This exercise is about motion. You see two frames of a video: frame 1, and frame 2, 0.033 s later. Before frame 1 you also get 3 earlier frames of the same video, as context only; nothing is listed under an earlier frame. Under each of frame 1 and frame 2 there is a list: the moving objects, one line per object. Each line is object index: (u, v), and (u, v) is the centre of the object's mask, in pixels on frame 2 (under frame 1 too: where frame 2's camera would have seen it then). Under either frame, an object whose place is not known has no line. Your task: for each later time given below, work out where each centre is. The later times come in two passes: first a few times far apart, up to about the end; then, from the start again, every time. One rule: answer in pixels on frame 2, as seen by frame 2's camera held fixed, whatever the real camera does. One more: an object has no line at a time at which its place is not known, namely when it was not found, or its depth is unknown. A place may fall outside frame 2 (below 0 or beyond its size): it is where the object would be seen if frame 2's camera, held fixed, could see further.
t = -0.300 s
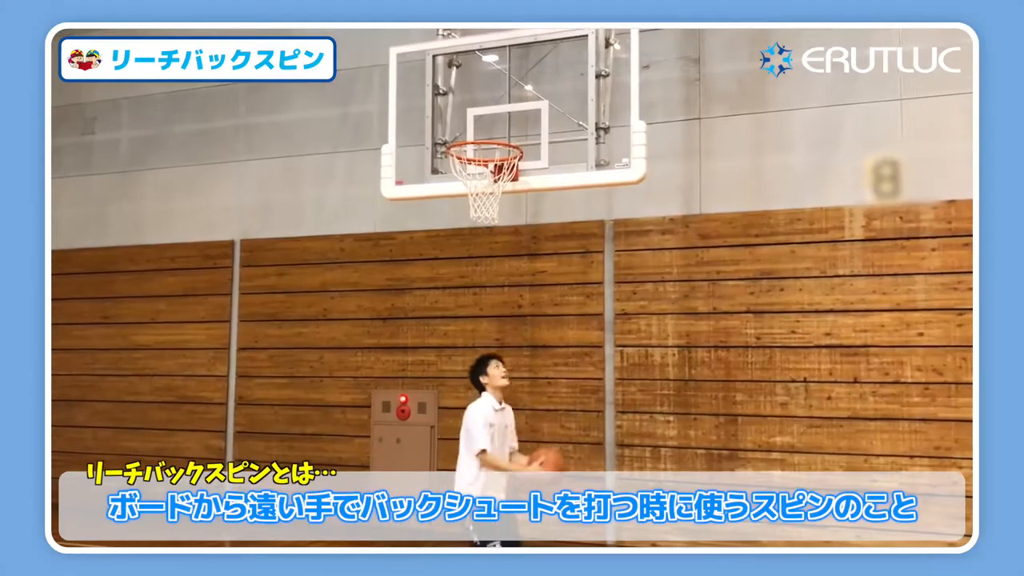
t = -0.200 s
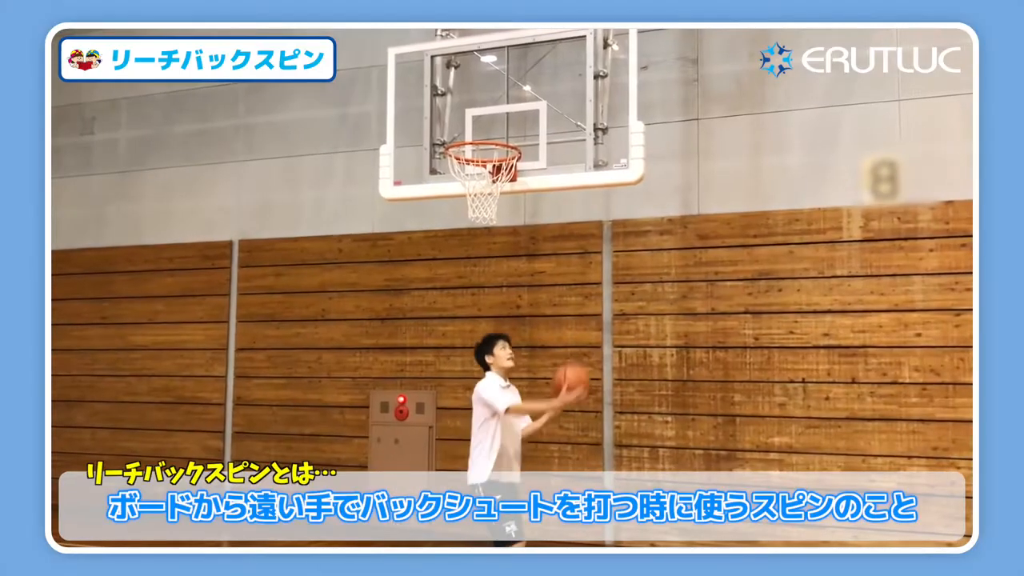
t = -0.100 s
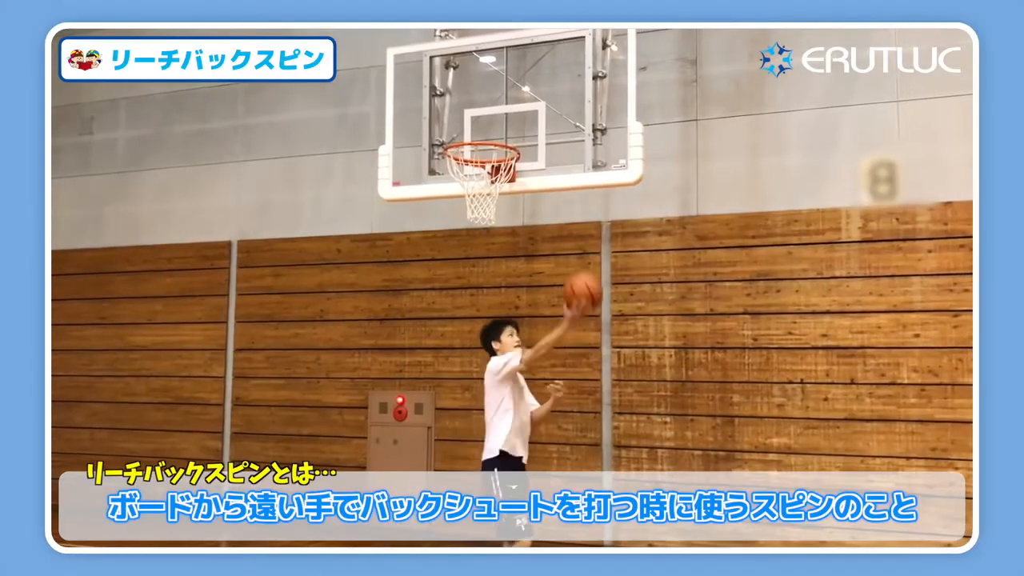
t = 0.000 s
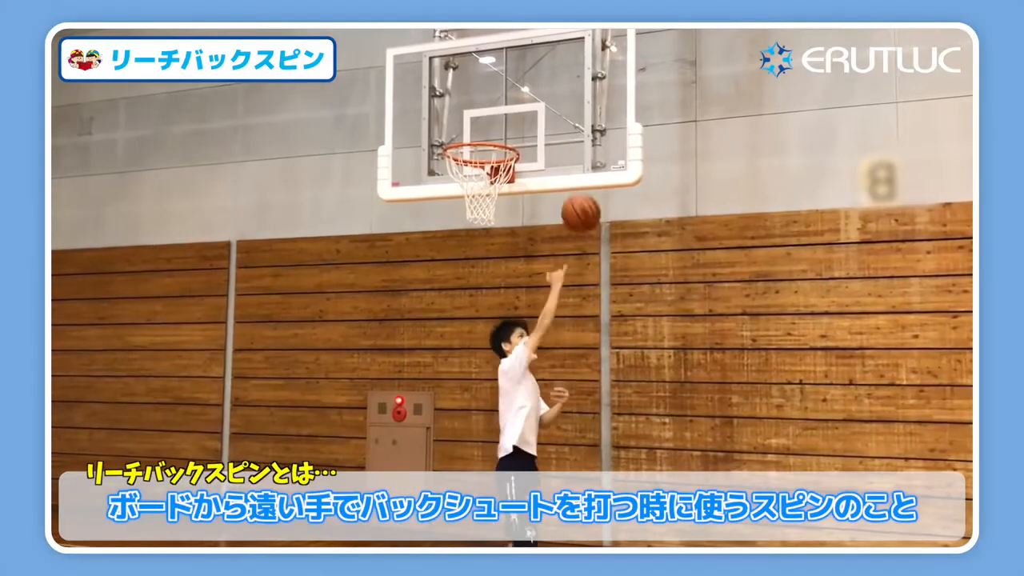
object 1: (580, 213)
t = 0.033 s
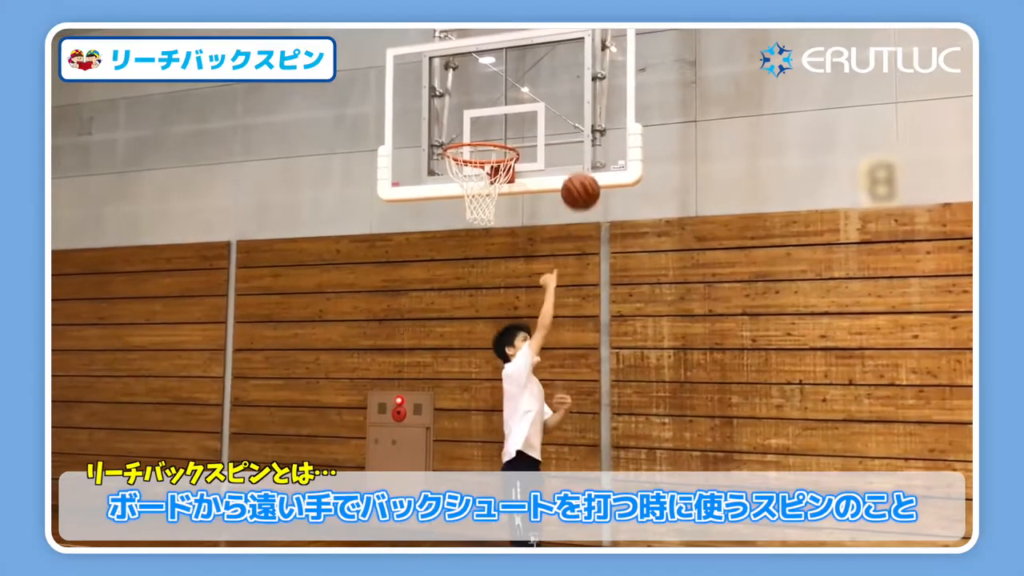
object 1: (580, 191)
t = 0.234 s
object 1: (579, 98)
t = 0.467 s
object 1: (534, 95)
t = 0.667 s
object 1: (488, 132)
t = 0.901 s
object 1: (489, 154)
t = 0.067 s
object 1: (580, 170)
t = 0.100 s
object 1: (580, 152)
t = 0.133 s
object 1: (580, 136)
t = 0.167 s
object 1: (580, 121)
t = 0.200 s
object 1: (579, 109)
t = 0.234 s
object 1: (579, 98)
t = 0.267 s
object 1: (577, 90)
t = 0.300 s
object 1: (570, 87)
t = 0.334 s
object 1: (563, 85)
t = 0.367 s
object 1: (556, 85)
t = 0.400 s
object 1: (549, 86)
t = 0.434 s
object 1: (541, 90)
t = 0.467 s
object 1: (534, 95)
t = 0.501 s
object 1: (527, 102)
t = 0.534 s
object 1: (519, 110)
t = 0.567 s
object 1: (512, 121)
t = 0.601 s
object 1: (505, 131)
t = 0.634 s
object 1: (497, 132)
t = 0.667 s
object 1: (488, 132)
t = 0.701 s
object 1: (479, 140)
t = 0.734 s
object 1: (472, 144)
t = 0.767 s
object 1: (465, 150)
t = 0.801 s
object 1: (468, 150)
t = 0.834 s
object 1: (475, 149)
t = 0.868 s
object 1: (483, 151)
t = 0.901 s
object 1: (489, 154)
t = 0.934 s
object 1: (494, 158)
